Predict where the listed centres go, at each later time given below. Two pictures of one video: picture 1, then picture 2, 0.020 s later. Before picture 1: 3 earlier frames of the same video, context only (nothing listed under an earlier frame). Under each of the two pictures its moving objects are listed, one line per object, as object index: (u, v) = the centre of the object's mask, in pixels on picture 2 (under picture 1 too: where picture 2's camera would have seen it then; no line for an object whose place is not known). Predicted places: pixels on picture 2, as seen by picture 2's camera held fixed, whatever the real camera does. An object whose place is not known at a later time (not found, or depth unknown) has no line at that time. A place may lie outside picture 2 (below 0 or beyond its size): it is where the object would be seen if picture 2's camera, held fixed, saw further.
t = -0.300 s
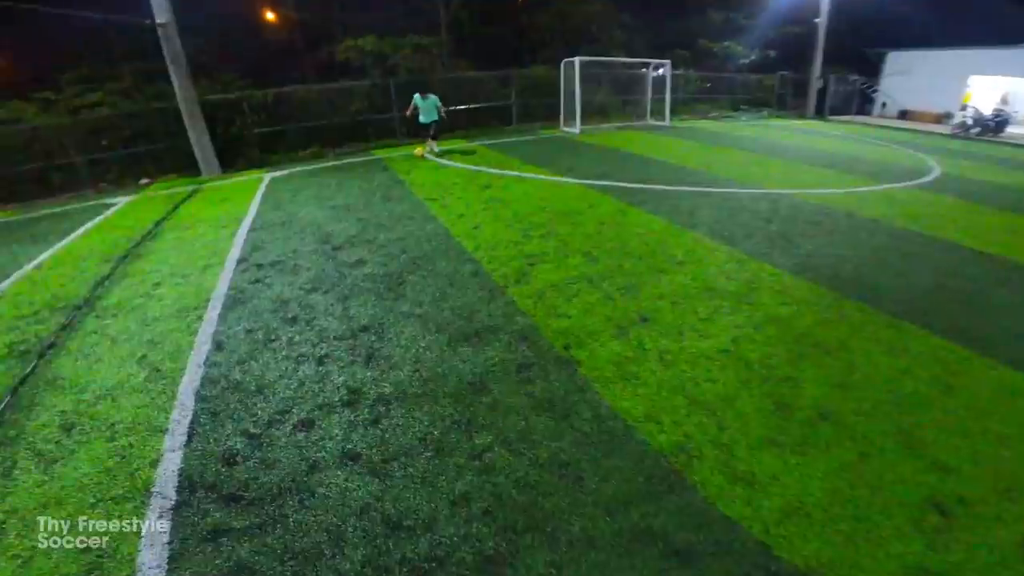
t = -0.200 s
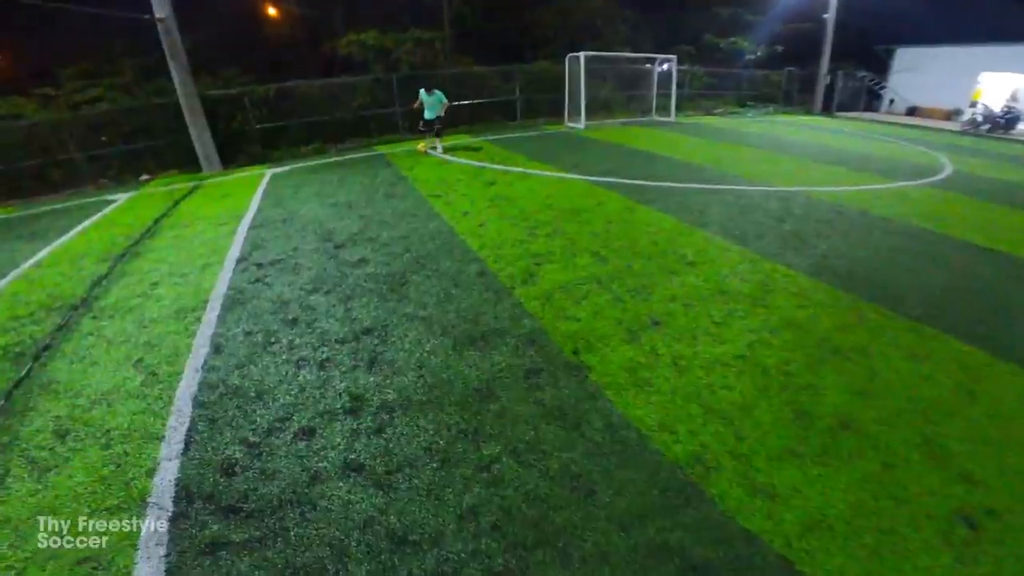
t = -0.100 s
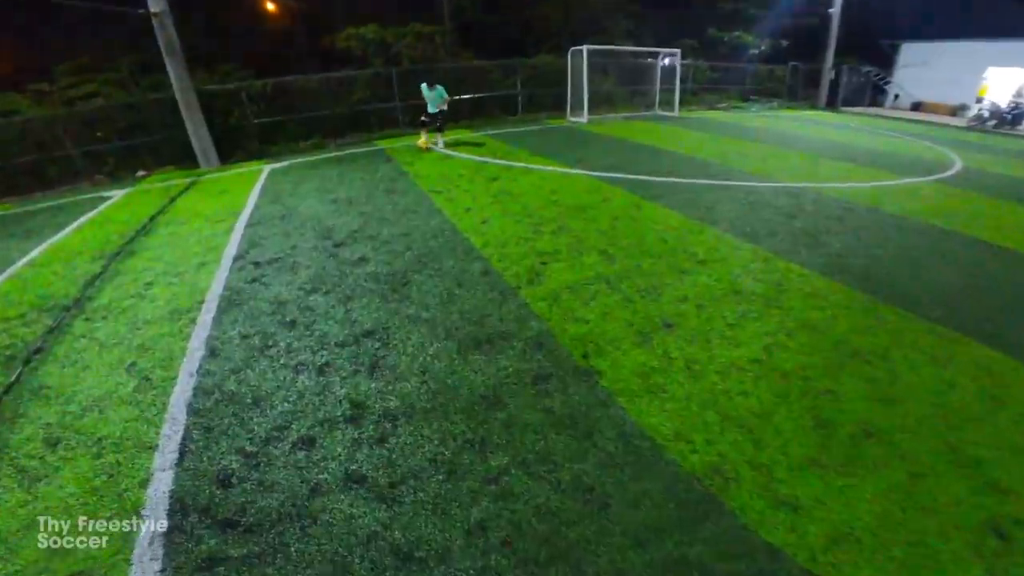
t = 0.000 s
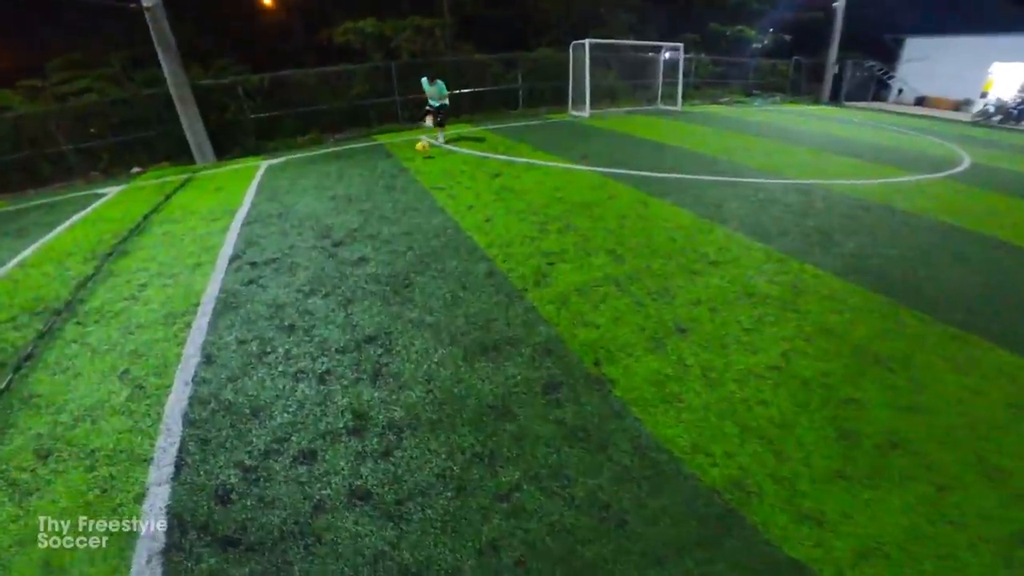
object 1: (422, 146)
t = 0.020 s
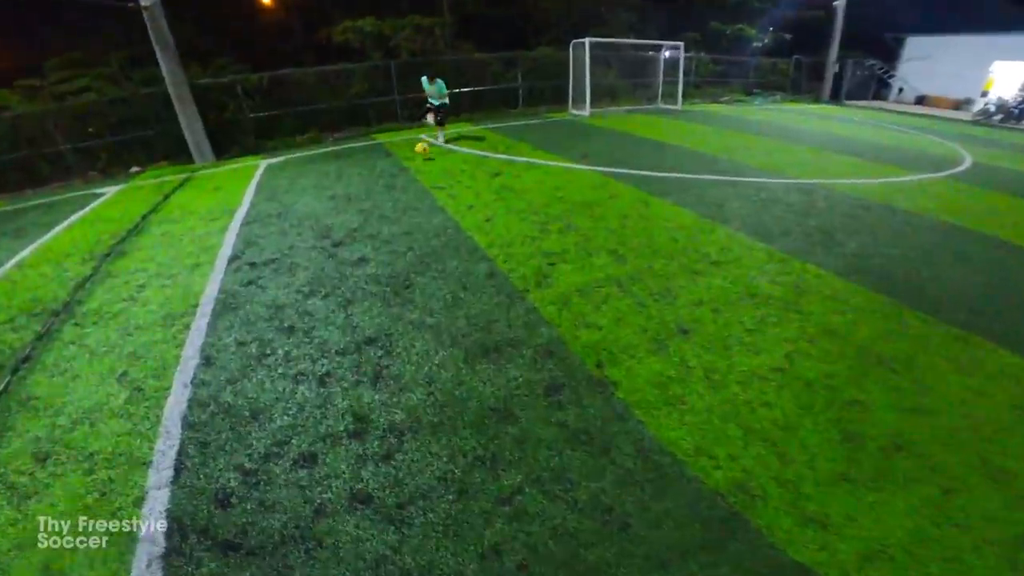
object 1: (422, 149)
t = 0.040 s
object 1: (422, 152)
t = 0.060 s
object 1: (423, 155)
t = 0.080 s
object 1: (423, 160)
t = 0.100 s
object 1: (422, 163)
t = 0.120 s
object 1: (422, 167)
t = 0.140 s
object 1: (422, 170)
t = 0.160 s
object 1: (422, 173)
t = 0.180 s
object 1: (422, 176)
